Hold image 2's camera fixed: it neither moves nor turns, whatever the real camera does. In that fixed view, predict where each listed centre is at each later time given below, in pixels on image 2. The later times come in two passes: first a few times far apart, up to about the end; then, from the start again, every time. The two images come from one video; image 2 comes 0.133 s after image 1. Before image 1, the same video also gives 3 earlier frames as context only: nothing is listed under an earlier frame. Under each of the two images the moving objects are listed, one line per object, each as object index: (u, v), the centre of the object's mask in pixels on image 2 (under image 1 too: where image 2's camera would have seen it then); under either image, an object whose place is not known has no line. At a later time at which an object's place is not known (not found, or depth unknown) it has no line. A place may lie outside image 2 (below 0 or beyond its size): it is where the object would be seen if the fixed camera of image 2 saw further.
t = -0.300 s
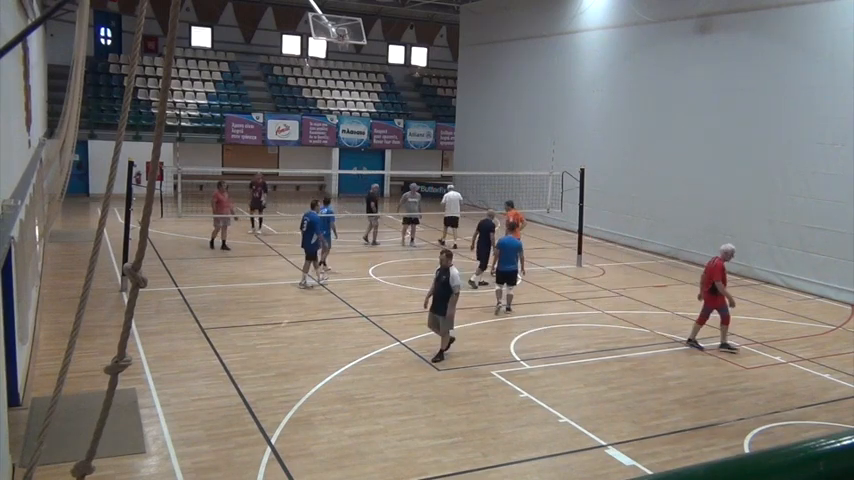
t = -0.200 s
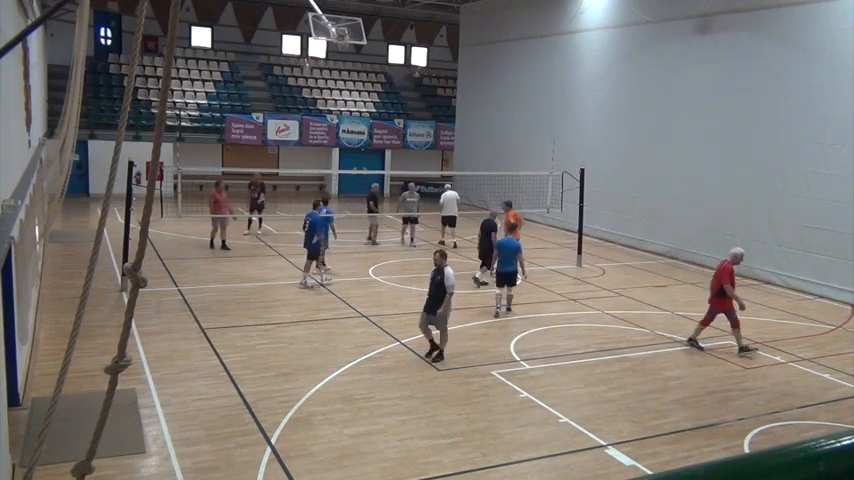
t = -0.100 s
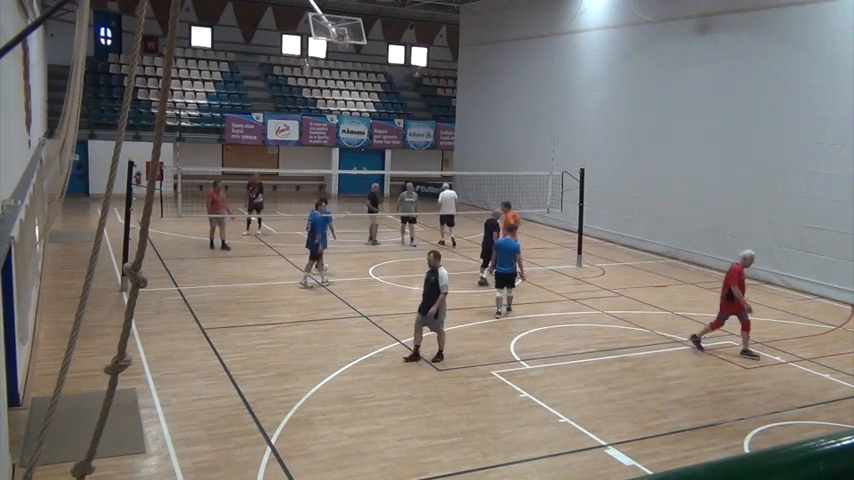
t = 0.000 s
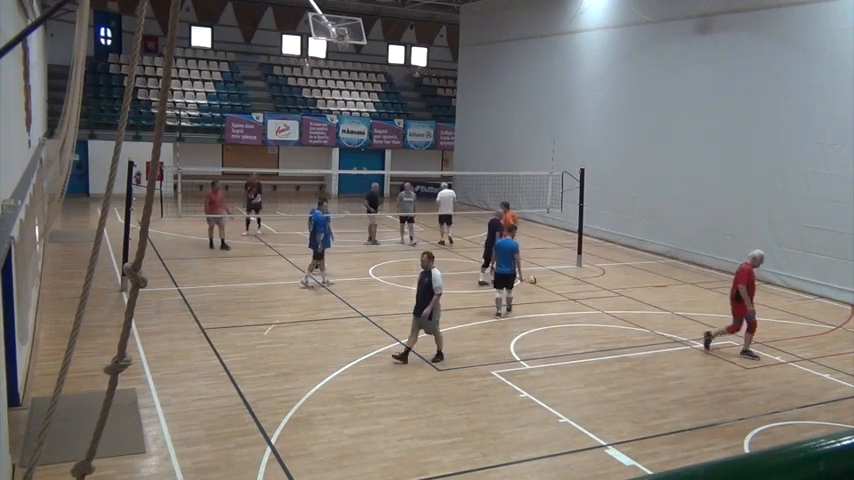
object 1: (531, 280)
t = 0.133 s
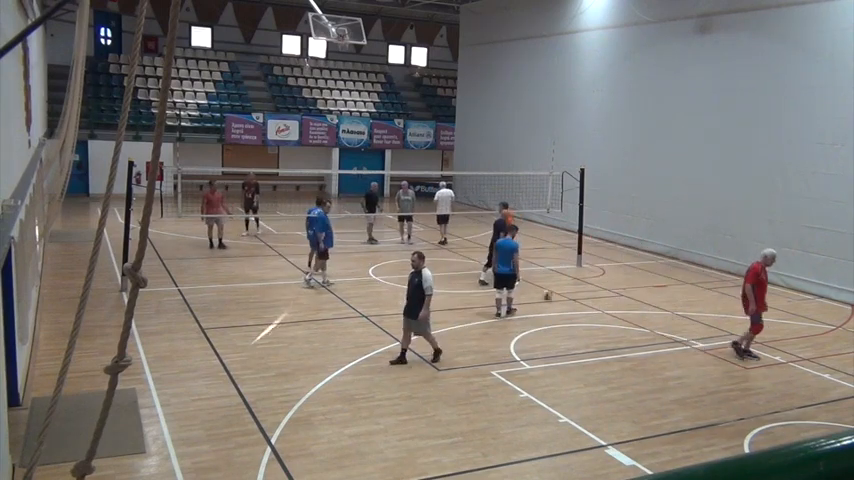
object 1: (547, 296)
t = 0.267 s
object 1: (563, 292)
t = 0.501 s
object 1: (592, 307)
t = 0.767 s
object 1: (627, 314)
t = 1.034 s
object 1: (665, 328)
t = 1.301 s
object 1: (705, 348)
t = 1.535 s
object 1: (744, 362)
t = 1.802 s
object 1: (792, 381)
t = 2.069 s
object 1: (845, 399)
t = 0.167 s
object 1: (551, 295)
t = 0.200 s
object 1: (555, 293)
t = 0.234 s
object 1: (559, 292)
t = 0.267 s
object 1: (563, 292)
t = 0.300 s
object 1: (567, 293)
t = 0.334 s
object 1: (571, 295)
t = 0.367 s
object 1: (575, 296)
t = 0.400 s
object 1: (579, 297)
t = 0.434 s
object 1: (583, 299)
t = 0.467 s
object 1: (588, 303)
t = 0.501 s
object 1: (592, 307)
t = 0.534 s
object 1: (595, 312)
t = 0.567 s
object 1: (600, 312)
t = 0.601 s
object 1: (604, 311)
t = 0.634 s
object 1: (609, 310)
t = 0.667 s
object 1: (612, 310)
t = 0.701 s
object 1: (618, 311)
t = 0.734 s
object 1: (622, 312)
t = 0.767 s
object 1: (627, 314)
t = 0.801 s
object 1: (631, 316)
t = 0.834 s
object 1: (636, 319)
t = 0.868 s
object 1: (640, 323)
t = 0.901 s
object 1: (645, 329)
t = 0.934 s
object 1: (650, 330)
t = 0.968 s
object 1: (655, 329)
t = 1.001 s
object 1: (659, 329)
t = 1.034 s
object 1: (665, 328)
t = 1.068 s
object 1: (670, 330)
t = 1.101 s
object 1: (674, 331)
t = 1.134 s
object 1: (680, 334)
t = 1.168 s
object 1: (685, 336)
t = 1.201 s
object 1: (689, 339)
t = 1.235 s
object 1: (694, 344)
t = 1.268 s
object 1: (700, 349)
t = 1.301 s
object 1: (705, 348)
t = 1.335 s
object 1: (711, 348)
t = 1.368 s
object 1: (715, 350)
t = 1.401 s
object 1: (721, 350)
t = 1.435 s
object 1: (728, 351)
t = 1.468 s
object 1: (733, 354)
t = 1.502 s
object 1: (738, 357)
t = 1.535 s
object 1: (744, 362)
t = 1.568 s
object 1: (749, 365)
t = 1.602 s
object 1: (755, 367)
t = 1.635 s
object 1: (761, 367)
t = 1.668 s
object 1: (767, 369)
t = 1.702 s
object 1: (774, 370)
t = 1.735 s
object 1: (780, 374)
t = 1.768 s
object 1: (786, 377)
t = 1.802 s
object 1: (792, 381)
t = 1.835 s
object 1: (798, 383)
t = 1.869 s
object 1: (804, 385)
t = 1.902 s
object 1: (812, 385)
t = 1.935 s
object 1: (818, 389)
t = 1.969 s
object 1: (825, 392)
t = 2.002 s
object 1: (831, 396)
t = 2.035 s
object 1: (838, 397)
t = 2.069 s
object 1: (845, 399)
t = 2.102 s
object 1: (849, 401)
